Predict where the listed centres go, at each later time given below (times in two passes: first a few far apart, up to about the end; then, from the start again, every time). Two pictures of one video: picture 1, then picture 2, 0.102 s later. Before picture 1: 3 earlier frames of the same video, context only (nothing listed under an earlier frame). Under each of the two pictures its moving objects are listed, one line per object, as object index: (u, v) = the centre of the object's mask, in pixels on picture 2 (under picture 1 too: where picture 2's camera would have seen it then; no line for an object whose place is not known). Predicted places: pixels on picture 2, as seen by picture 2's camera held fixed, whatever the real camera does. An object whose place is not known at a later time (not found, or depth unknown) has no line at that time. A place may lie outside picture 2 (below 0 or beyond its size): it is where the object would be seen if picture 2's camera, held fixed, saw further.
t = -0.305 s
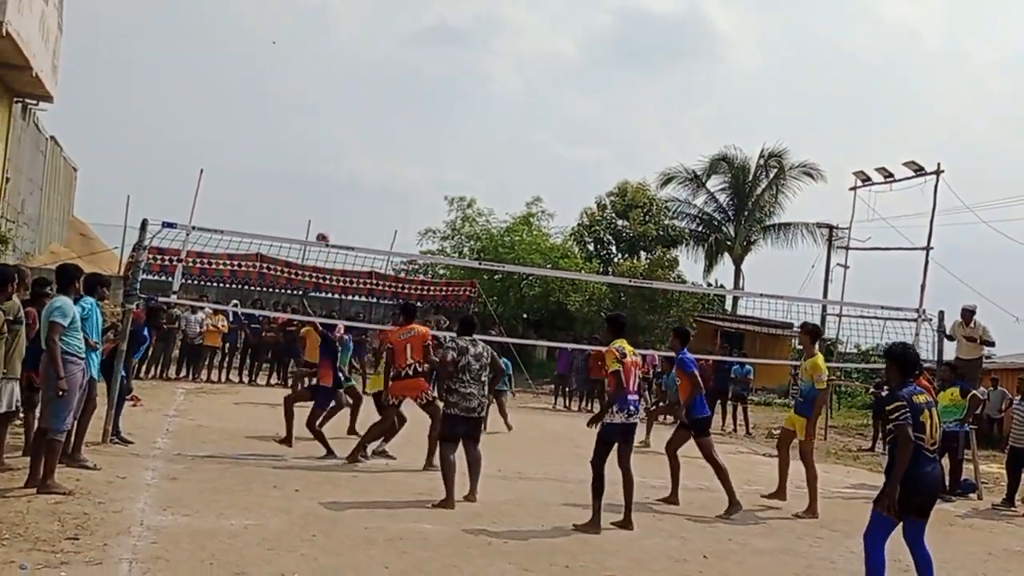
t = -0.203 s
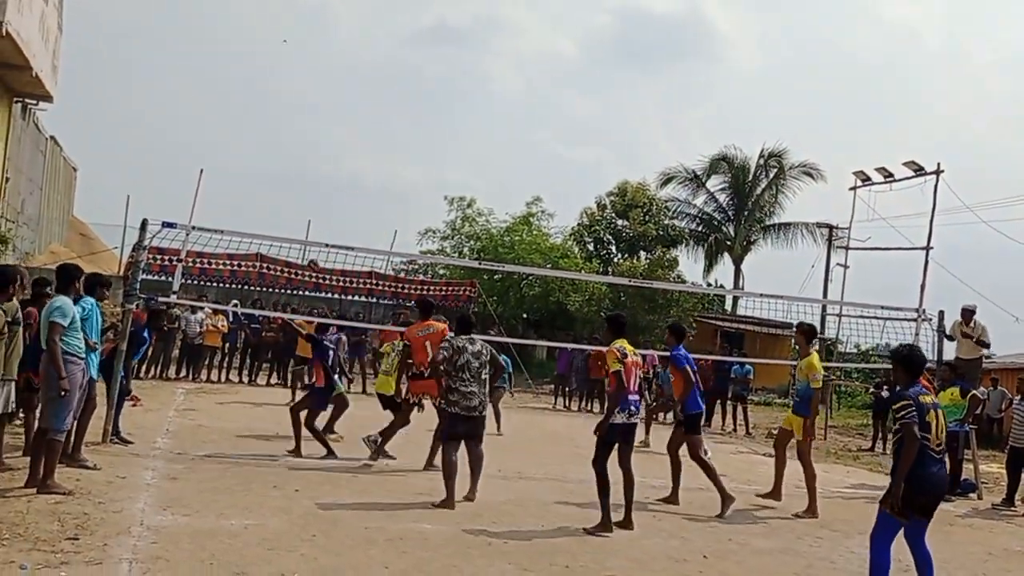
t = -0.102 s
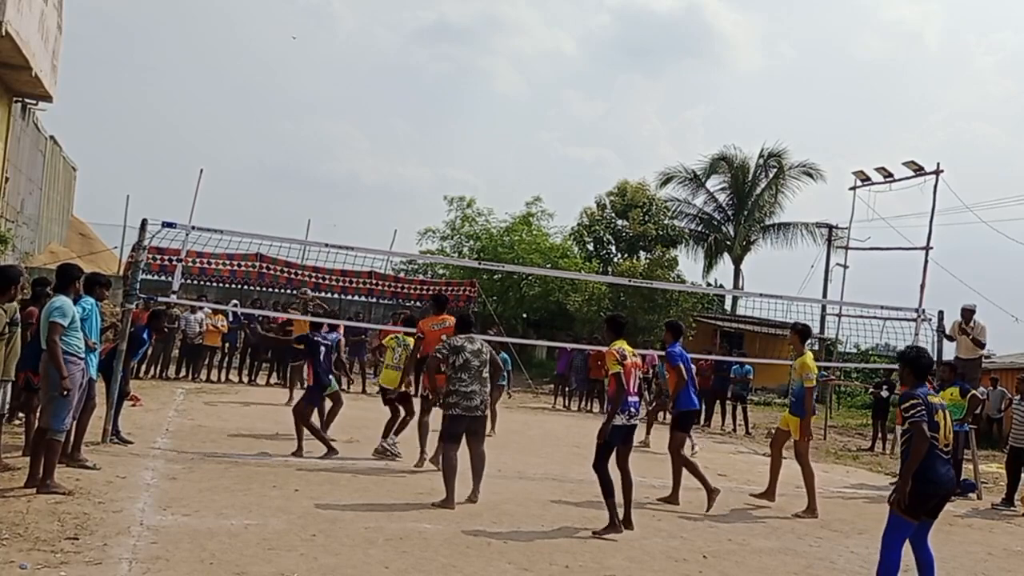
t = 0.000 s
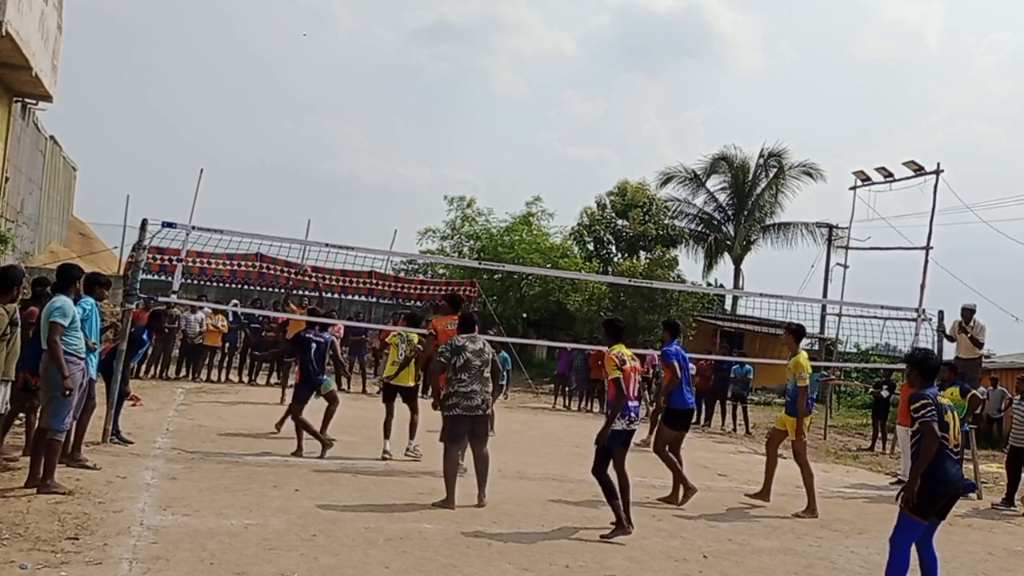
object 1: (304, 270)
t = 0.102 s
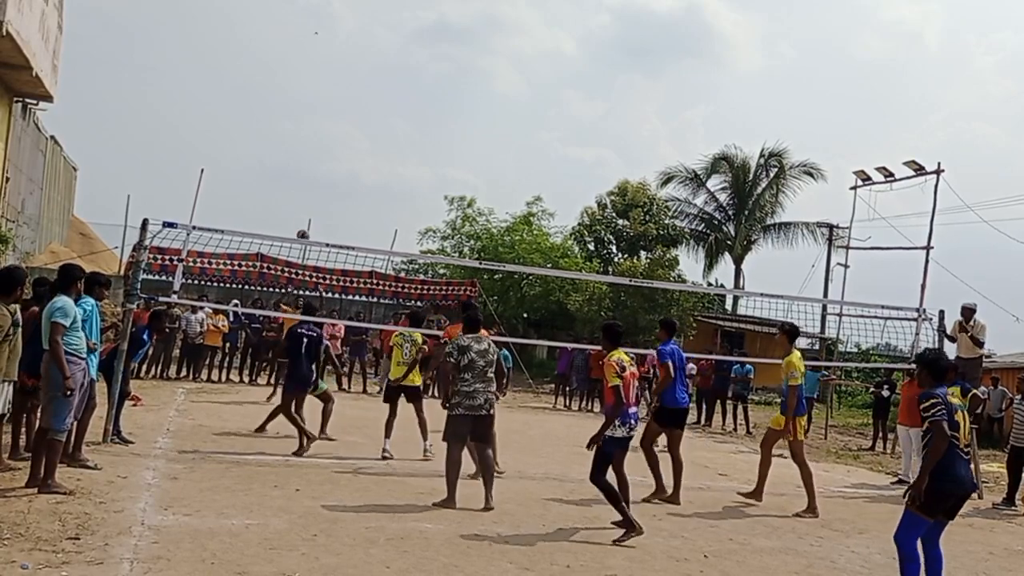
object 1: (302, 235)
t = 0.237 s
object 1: (300, 196)
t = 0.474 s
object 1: (293, 149)
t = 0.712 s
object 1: (281, 136)
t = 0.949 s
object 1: (264, 163)
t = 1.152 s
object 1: (245, 221)
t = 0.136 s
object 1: (302, 225)
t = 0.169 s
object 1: (301, 215)
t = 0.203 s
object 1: (300, 205)
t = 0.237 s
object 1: (300, 196)
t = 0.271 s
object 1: (299, 187)
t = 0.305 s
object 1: (298, 180)
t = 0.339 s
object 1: (297, 172)
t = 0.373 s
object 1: (296, 166)
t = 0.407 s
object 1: (295, 159)
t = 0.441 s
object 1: (294, 153)
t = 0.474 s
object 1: (293, 149)
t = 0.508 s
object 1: (292, 145)
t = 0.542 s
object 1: (290, 142)
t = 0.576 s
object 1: (289, 139)
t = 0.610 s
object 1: (287, 137)
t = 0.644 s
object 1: (285, 136)
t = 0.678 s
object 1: (283, 136)
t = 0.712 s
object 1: (281, 136)
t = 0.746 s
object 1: (279, 138)
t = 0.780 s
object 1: (277, 140)
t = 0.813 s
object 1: (275, 143)
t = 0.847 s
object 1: (272, 146)
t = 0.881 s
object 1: (270, 151)
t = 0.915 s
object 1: (267, 156)
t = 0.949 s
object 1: (264, 163)
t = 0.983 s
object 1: (261, 170)
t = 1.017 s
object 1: (258, 178)
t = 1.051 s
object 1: (255, 187)
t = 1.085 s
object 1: (251, 198)
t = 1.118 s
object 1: (248, 209)
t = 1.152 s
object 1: (245, 221)
